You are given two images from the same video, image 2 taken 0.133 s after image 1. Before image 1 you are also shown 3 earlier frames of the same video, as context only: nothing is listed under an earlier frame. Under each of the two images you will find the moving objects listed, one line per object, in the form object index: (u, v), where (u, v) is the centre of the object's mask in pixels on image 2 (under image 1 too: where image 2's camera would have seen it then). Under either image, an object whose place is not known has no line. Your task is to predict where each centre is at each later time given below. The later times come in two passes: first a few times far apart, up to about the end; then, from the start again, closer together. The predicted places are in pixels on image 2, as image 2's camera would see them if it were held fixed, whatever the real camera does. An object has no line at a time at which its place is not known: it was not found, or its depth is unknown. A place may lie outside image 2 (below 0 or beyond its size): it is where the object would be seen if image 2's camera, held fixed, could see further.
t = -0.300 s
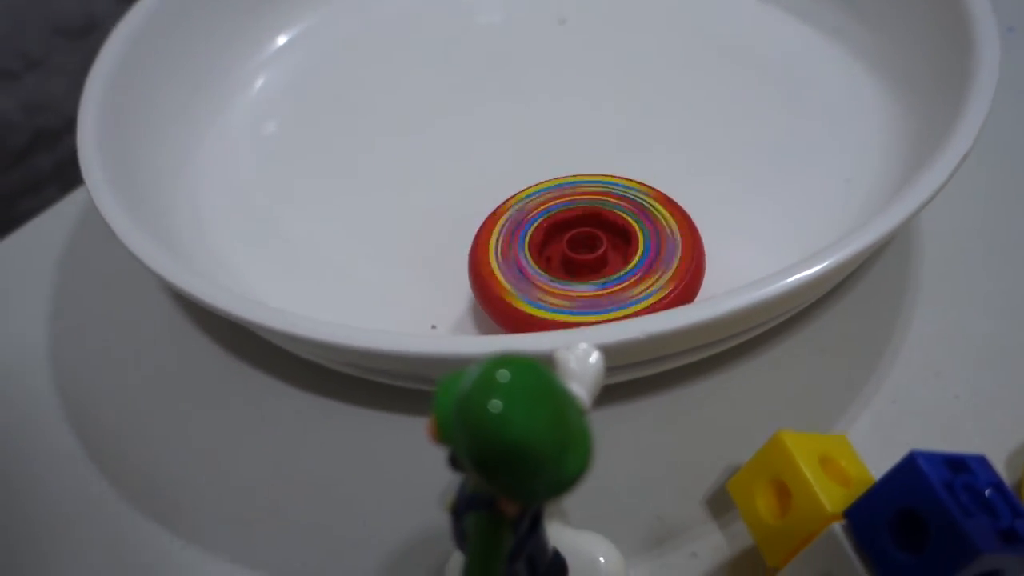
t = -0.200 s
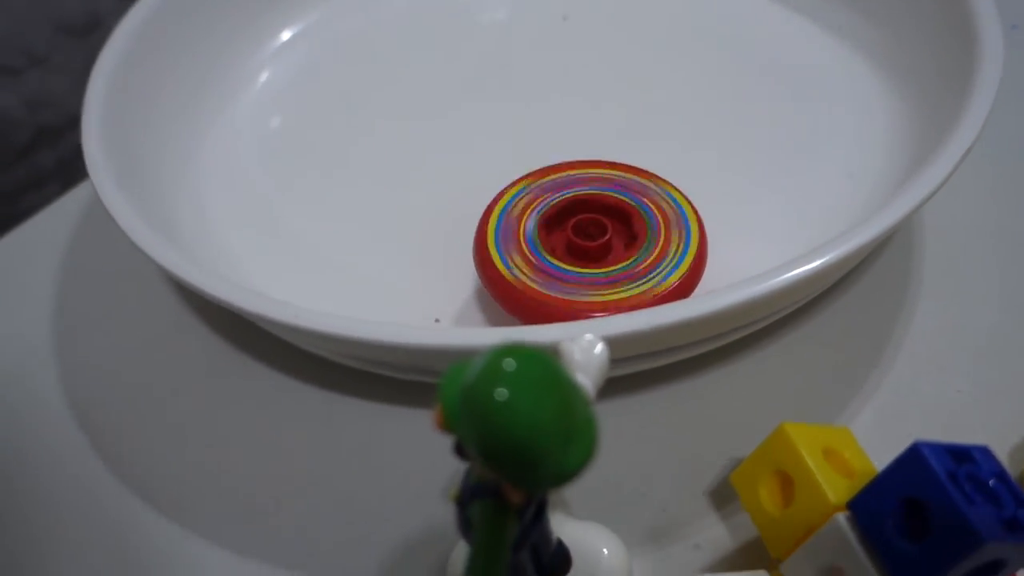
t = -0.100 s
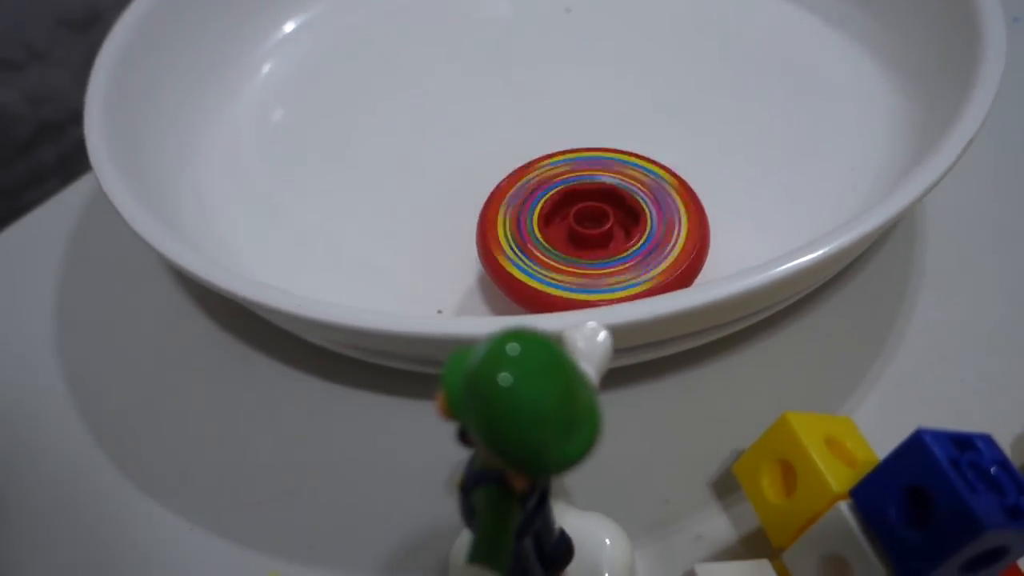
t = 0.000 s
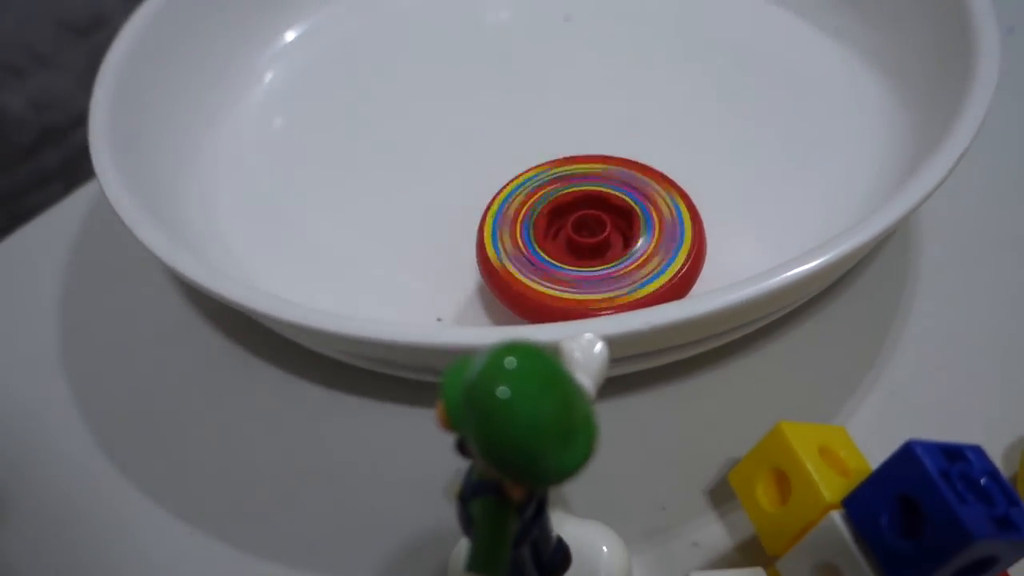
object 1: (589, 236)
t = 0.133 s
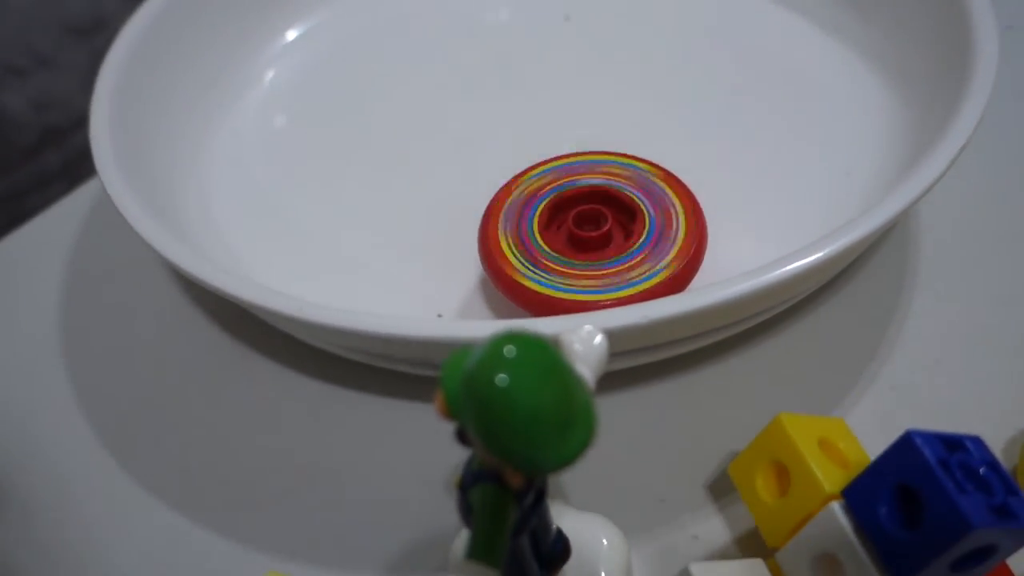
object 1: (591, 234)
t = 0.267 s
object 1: (592, 234)
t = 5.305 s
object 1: (582, 244)
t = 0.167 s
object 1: (591, 234)
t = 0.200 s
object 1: (591, 233)
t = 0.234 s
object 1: (593, 234)
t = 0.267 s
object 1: (592, 234)
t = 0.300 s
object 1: (594, 235)
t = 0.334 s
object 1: (593, 235)
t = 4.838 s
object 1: (586, 237)
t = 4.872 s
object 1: (588, 238)
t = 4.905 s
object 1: (588, 238)
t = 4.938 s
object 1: (588, 239)
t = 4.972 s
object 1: (589, 239)
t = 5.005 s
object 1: (588, 239)
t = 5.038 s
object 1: (588, 240)
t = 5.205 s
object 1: (584, 242)
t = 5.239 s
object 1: (583, 244)
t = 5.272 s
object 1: (582, 244)
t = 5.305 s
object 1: (582, 244)
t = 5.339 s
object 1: (584, 243)
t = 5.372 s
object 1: (583, 243)
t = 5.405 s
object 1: (585, 241)
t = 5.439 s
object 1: (587, 240)
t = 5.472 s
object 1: (585, 239)
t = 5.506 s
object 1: (585, 238)
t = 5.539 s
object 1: (588, 235)
